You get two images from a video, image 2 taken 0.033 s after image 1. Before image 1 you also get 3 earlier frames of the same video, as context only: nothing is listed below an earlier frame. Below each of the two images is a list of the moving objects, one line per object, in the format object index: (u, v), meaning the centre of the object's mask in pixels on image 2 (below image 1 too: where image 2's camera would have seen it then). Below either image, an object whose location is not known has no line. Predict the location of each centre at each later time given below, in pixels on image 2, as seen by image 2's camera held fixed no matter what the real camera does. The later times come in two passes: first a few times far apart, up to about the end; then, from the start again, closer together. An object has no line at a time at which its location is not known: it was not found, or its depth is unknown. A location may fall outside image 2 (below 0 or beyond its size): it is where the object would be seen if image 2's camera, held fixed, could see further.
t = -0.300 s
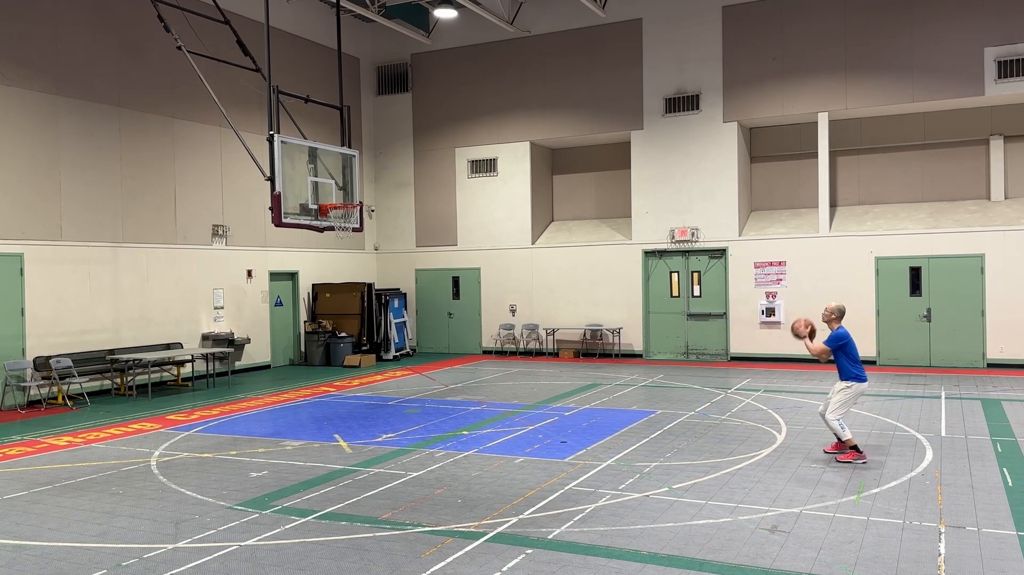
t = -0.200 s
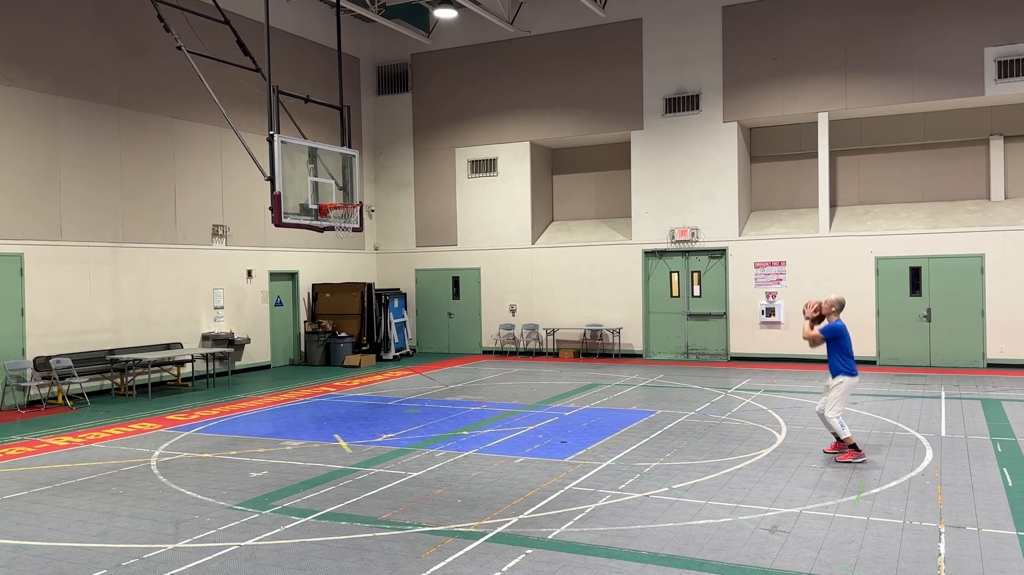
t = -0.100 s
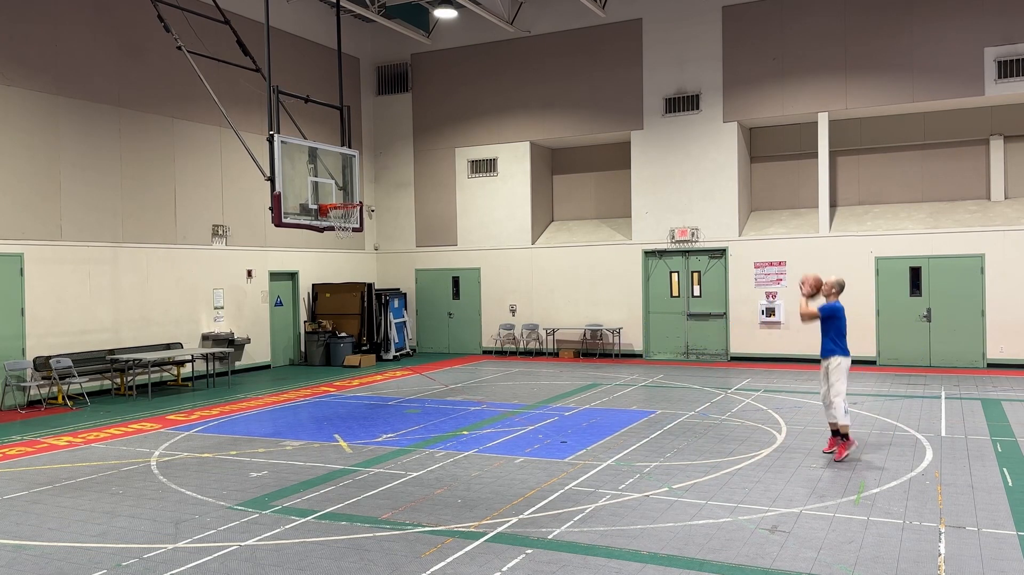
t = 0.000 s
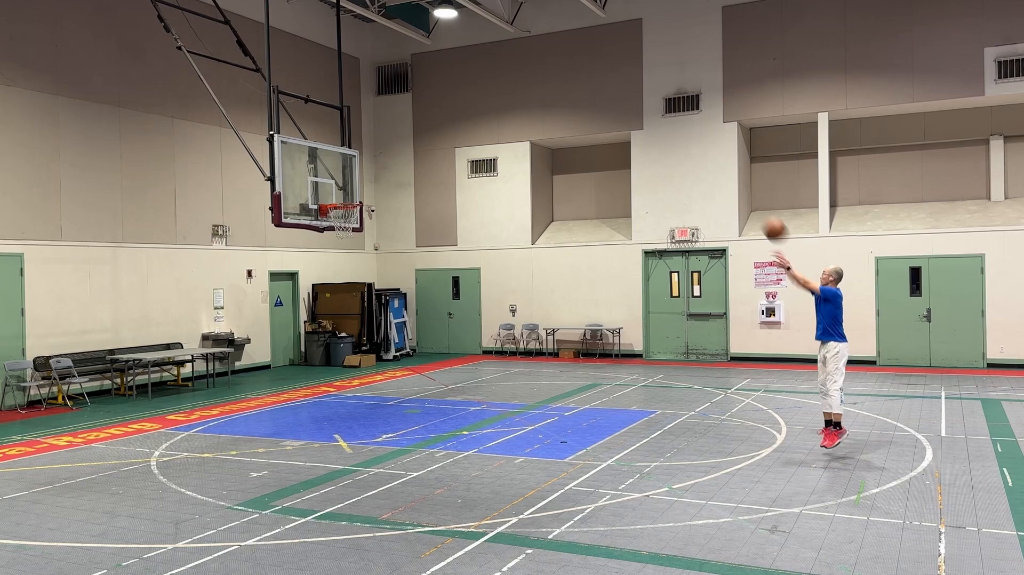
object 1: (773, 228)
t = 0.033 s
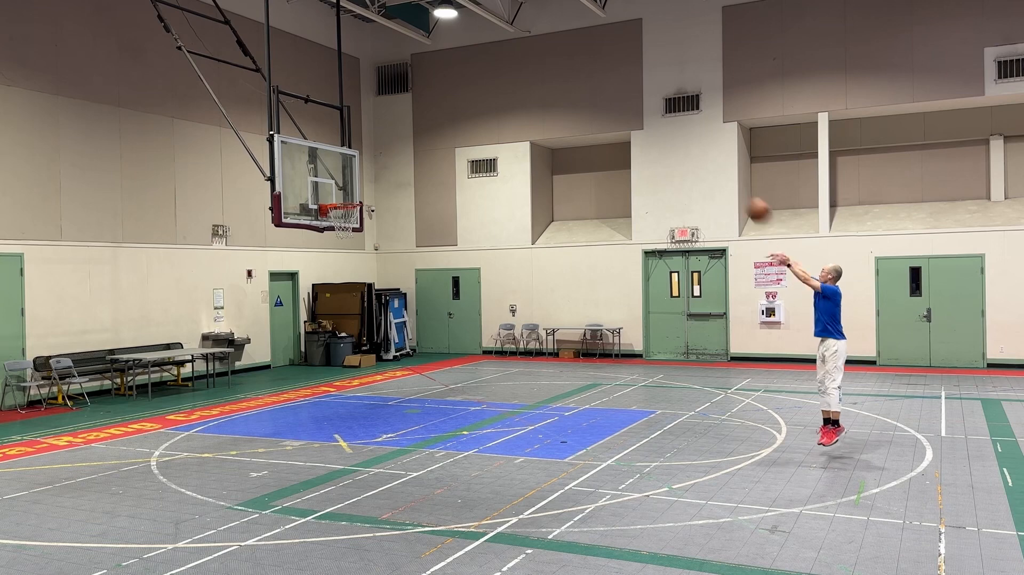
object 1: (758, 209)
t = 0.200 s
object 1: (681, 134)
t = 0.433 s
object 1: (589, 75)
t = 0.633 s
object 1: (519, 63)
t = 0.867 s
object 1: (447, 86)
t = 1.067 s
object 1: (391, 134)
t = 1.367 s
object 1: (333, 231)
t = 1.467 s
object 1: (333, 254)
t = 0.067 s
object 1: (743, 193)
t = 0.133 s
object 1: (711, 161)
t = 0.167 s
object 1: (696, 147)
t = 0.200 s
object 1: (681, 134)
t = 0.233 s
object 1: (667, 122)
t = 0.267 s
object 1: (654, 112)
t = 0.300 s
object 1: (640, 102)
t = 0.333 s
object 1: (627, 94)
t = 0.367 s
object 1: (614, 87)
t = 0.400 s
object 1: (601, 80)
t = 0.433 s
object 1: (589, 75)
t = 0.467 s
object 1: (577, 71)
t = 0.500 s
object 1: (565, 67)
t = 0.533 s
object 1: (553, 65)
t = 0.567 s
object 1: (541, 63)
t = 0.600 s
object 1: (530, 62)
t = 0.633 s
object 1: (519, 63)
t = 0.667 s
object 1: (508, 64)
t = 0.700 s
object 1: (497, 66)
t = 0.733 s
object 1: (487, 68)
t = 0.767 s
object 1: (476, 72)
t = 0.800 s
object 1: (466, 76)
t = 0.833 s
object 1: (456, 80)
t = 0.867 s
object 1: (447, 86)
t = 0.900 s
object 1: (436, 92)
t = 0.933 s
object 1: (428, 99)
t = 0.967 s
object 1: (418, 107)
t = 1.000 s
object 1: (409, 115)
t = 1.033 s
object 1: (400, 125)
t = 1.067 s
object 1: (391, 134)
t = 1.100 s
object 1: (383, 144)
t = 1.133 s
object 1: (374, 154)
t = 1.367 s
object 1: (333, 231)
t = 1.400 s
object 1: (333, 238)
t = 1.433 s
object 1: (333, 245)
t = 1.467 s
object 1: (333, 254)
